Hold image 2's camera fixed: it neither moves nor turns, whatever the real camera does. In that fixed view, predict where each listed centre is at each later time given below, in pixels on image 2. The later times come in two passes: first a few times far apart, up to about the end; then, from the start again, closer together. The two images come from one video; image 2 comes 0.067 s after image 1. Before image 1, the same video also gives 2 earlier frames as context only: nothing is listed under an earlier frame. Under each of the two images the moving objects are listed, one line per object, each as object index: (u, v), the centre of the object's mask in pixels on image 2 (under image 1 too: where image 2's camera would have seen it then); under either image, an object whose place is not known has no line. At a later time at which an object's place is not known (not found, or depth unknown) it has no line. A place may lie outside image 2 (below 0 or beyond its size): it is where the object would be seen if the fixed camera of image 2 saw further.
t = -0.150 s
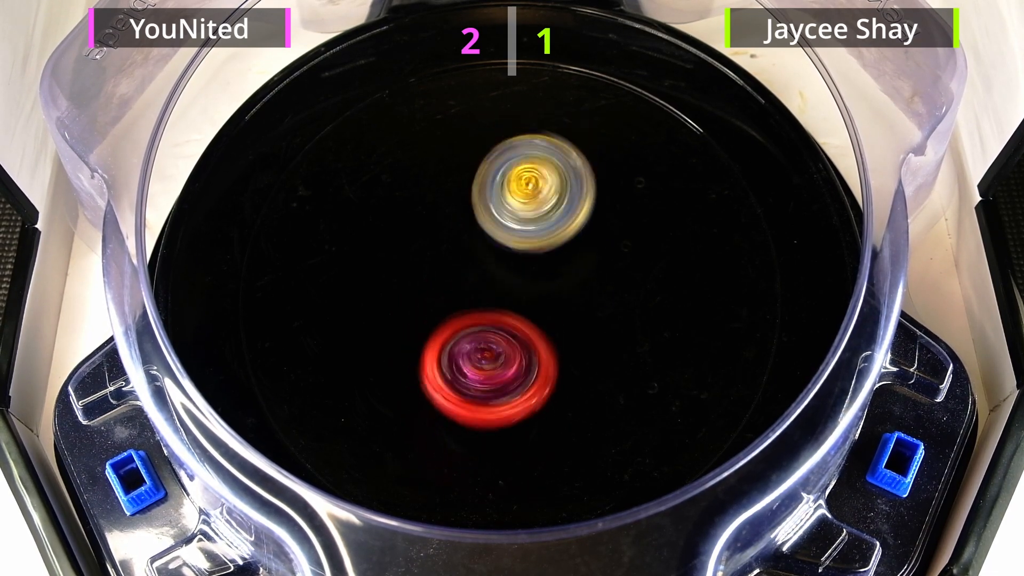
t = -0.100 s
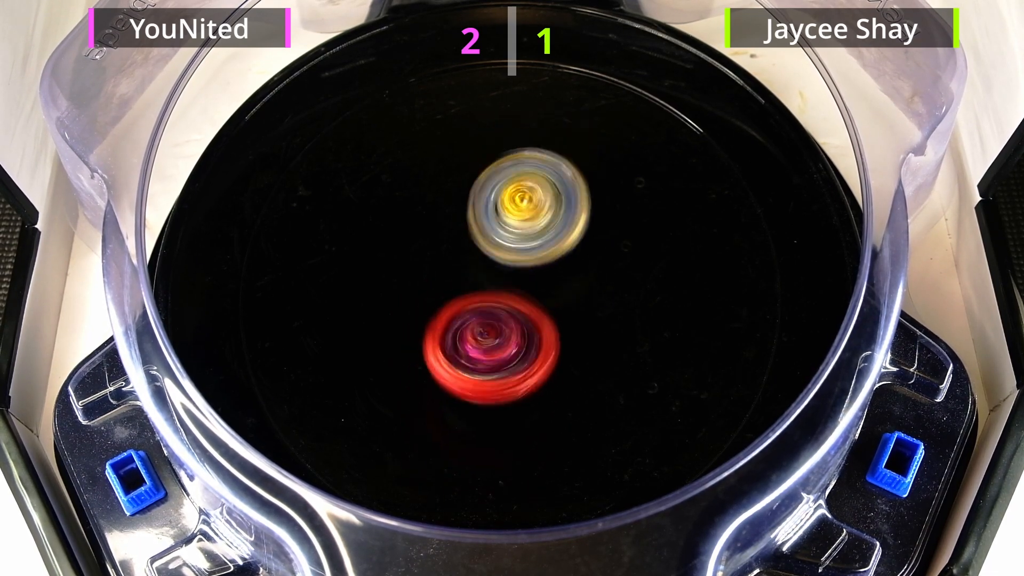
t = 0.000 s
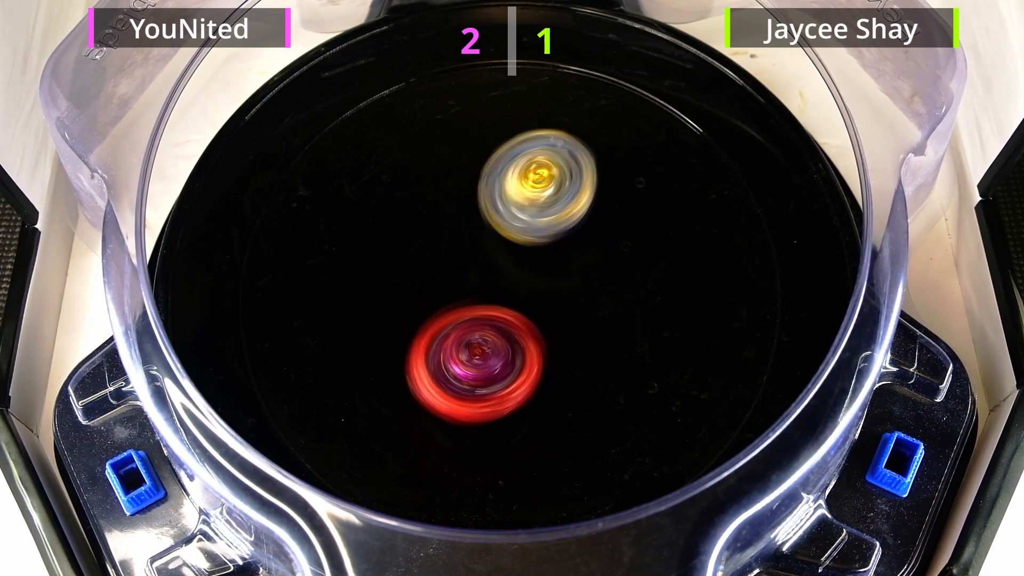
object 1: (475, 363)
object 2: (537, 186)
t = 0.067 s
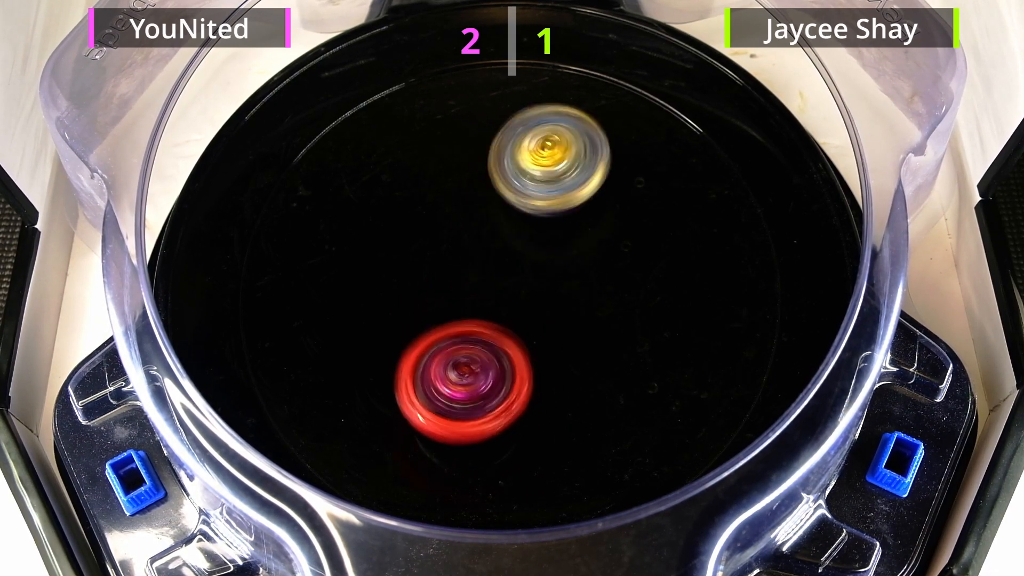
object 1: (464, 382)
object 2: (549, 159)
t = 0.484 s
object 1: (470, 362)
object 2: (540, 184)
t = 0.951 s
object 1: (483, 368)
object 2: (533, 189)
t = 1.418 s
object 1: (480, 344)
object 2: (524, 216)
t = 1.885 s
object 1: (488, 329)
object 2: (528, 219)
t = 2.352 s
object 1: (498, 335)
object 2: (526, 207)
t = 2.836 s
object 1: (505, 345)
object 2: (506, 217)
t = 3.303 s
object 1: (491, 354)
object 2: (514, 214)
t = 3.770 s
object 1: (496, 368)
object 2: (520, 197)
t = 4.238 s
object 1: (491, 338)
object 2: (509, 221)
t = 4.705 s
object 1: (507, 345)
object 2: (507, 206)
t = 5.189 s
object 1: (519, 350)
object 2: (488, 181)
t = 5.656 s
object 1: (531, 350)
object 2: (502, 229)
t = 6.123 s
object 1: (553, 334)
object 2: (471, 216)
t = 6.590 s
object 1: (572, 276)
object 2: (456, 239)
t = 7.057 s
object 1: (563, 257)
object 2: (433, 303)
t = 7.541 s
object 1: (549, 234)
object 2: (462, 301)
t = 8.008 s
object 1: (560, 239)
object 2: (476, 327)
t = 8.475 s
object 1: (528, 240)
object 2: (480, 350)
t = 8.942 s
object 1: (530, 236)
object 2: (509, 340)
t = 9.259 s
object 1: (526, 240)
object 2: (497, 337)
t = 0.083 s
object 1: (462, 384)
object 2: (550, 156)
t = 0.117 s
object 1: (462, 385)
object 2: (553, 151)
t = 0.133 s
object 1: (462, 384)
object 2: (554, 152)
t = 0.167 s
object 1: (464, 382)
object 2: (554, 154)
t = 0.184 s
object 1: (465, 379)
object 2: (554, 156)
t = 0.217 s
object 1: (467, 374)
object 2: (551, 162)
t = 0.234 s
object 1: (469, 371)
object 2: (550, 165)
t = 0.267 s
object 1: (472, 362)
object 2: (547, 173)
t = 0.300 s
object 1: (476, 354)
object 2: (543, 181)
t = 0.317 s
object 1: (477, 349)
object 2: (541, 186)
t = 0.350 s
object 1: (481, 340)
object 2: (536, 196)
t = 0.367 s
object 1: (483, 335)
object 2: (534, 200)
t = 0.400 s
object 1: (485, 326)
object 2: (529, 211)
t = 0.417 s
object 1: (486, 328)
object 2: (528, 213)
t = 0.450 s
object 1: (477, 345)
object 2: (535, 197)
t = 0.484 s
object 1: (470, 362)
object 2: (540, 184)
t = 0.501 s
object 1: (468, 368)
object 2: (543, 180)
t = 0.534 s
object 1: (463, 378)
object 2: (545, 173)
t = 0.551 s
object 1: (463, 381)
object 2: (547, 172)
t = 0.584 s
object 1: (462, 384)
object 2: (547, 174)
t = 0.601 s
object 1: (463, 385)
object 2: (547, 175)
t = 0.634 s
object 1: (466, 383)
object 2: (546, 181)
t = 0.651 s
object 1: (467, 382)
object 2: (545, 184)
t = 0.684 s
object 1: (472, 377)
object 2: (543, 190)
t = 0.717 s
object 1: (475, 369)
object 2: (539, 198)
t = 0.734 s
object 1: (478, 366)
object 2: (538, 202)
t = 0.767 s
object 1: (482, 355)
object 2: (535, 211)
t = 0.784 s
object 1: (483, 351)
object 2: (533, 216)
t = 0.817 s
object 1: (488, 340)
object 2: (530, 225)
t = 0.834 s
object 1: (487, 341)
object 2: (529, 224)
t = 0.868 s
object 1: (485, 354)
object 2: (532, 208)
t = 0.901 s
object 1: (483, 363)
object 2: (532, 197)
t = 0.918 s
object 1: (482, 366)
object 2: (533, 193)
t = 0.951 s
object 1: (483, 368)
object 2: (533, 189)
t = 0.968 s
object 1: (483, 368)
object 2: (534, 187)
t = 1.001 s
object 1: (483, 366)
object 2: (534, 190)
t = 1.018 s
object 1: (484, 364)
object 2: (533, 191)
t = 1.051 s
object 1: (484, 360)
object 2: (533, 194)
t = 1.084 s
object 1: (485, 354)
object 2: (530, 200)
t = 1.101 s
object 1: (486, 351)
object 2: (529, 201)
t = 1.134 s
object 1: (484, 345)
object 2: (528, 208)
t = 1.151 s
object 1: (486, 342)
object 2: (526, 211)
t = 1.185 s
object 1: (485, 335)
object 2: (523, 216)
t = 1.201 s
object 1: (485, 333)
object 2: (523, 219)
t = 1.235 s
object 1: (483, 338)
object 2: (525, 213)
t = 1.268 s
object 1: (477, 345)
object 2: (526, 208)
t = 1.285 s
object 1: (476, 347)
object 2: (527, 207)
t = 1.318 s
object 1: (477, 349)
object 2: (528, 207)
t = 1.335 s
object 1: (476, 349)
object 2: (528, 208)
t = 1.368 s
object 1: (478, 349)
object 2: (527, 211)
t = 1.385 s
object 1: (480, 347)
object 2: (526, 213)
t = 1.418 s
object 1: (480, 344)
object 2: (524, 216)
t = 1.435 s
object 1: (482, 342)
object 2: (523, 218)
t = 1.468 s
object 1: (485, 337)
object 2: (521, 221)
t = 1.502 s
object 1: (484, 344)
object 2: (522, 217)
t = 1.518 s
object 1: (482, 350)
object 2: (527, 209)
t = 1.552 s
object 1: (476, 361)
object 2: (530, 196)
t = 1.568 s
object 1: (475, 365)
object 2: (534, 192)
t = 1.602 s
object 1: (473, 370)
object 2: (537, 186)
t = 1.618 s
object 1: (472, 371)
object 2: (538, 185)
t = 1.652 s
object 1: (471, 373)
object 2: (540, 186)
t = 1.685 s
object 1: (472, 370)
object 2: (539, 188)
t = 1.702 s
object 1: (472, 367)
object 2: (539, 190)
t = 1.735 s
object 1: (475, 363)
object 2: (538, 193)
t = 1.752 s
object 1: (476, 358)
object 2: (537, 197)
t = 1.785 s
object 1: (478, 351)
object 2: (535, 201)
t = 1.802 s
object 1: (480, 347)
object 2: (534, 204)
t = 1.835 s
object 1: (483, 339)
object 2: (532, 211)
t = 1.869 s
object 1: (486, 331)
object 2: (529, 216)
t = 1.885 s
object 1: (488, 329)
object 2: (528, 219)
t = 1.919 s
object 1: (488, 337)
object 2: (528, 211)
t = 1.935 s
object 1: (487, 340)
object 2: (529, 208)
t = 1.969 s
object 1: (489, 342)
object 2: (529, 204)
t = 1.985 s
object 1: (490, 342)
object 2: (530, 203)
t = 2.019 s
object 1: (491, 340)
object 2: (529, 204)
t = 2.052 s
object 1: (493, 337)
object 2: (528, 205)
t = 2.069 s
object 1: (494, 336)
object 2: (528, 207)
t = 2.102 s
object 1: (495, 332)
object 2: (526, 209)
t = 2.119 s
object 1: (496, 330)
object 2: (525, 211)
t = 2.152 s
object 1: (497, 328)
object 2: (523, 213)
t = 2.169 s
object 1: (497, 329)
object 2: (524, 211)
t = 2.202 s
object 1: (498, 331)
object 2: (524, 210)
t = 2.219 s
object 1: (498, 330)
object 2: (525, 210)
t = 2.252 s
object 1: (497, 329)
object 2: (523, 213)
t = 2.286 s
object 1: (499, 327)
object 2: (523, 214)
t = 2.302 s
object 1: (499, 329)
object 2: (524, 212)
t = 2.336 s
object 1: (498, 333)
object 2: (524, 208)
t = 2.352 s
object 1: (498, 335)
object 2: (526, 207)
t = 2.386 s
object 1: (500, 334)
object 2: (527, 207)
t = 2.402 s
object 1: (500, 334)
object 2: (525, 208)
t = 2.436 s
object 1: (499, 333)
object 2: (523, 209)
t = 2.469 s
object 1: (499, 330)
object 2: (523, 213)
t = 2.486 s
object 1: (499, 329)
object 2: (521, 213)
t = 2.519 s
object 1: (498, 330)
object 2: (519, 214)
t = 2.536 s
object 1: (499, 330)
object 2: (518, 214)
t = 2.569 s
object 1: (500, 329)
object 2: (516, 215)
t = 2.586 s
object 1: (500, 328)
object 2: (515, 216)
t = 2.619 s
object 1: (504, 334)
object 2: (512, 216)
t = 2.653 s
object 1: (504, 338)
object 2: (509, 215)
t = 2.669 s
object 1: (504, 340)
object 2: (508, 215)
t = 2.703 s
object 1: (505, 342)
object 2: (508, 215)
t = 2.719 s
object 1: (506, 342)
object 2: (508, 217)
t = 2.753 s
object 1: (506, 340)
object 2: (506, 218)
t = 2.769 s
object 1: (505, 339)
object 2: (506, 220)
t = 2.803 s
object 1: (506, 343)
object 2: (506, 218)
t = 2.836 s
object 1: (505, 345)
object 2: (506, 217)
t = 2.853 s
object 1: (504, 346)
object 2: (506, 217)
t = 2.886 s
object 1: (504, 347)
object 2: (507, 219)
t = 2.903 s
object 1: (505, 347)
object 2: (506, 221)
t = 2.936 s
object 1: (505, 344)
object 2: (506, 223)
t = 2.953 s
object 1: (504, 343)
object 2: (507, 225)
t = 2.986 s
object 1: (503, 342)
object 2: (506, 224)
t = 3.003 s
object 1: (501, 344)
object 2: (508, 221)
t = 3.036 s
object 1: (499, 345)
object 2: (509, 219)
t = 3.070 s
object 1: (498, 344)
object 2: (510, 218)
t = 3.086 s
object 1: (498, 342)
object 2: (511, 218)
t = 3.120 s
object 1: (497, 339)
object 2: (511, 221)
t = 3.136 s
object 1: (495, 338)
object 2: (510, 222)
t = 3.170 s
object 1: (495, 343)
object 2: (511, 217)
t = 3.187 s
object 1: (494, 345)
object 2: (511, 214)
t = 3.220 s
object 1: (490, 351)
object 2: (512, 211)
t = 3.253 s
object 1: (489, 355)
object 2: (513, 210)
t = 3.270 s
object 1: (490, 355)
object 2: (513, 211)
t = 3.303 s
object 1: (491, 354)
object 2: (514, 214)
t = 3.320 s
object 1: (490, 354)
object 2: (512, 215)
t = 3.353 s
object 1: (491, 352)
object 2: (511, 219)
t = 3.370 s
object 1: (492, 350)
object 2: (511, 222)
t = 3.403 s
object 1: (493, 347)
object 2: (508, 225)
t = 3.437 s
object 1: (493, 345)
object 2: (507, 228)
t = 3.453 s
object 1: (494, 345)
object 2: (507, 228)
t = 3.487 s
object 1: (495, 349)
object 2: (509, 225)
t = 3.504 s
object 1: (494, 350)
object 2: (508, 224)
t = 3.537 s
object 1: (495, 353)
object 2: (510, 222)
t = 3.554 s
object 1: (496, 352)
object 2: (511, 221)
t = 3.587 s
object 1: (497, 349)
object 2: (512, 223)
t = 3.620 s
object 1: (495, 345)
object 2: (512, 225)
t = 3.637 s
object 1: (496, 343)
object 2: (511, 227)
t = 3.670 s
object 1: (496, 350)
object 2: (513, 219)
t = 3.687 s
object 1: (496, 354)
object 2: (515, 213)
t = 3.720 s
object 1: (495, 363)
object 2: (518, 203)
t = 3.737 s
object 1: (495, 366)
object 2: (519, 200)
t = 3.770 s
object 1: (496, 368)
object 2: (520, 197)
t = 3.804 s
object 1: (496, 367)
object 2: (520, 196)
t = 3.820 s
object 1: (497, 366)
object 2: (521, 197)
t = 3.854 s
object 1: (498, 363)
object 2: (521, 201)
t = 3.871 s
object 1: (497, 361)
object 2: (520, 202)
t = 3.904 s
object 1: (495, 357)
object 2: (518, 205)
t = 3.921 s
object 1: (495, 355)
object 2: (517, 208)
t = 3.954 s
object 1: (494, 350)
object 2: (515, 213)
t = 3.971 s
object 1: (494, 347)
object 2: (513, 216)
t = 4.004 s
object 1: (493, 343)
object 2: (511, 220)
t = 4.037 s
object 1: (494, 339)
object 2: (509, 224)
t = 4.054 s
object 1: (493, 340)
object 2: (509, 224)
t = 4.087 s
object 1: (492, 344)
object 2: (509, 217)
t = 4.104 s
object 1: (491, 344)
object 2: (510, 216)
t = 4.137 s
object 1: (489, 345)
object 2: (510, 216)
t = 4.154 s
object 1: (489, 344)
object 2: (511, 216)
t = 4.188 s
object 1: (489, 342)
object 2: (510, 217)
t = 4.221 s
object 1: (489, 339)
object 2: (509, 219)
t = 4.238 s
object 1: (491, 338)
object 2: (509, 221)
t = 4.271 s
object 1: (492, 347)
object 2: (510, 211)
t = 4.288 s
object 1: (493, 351)
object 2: (510, 206)
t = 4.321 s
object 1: (493, 358)
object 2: (511, 199)
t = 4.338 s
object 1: (493, 362)
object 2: (513, 197)
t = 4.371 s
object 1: (496, 364)
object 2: (514, 196)
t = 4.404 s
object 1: (499, 361)
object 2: (514, 198)
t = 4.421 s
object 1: (500, 359)
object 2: (515, 199)
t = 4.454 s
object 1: (500, 356)
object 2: (515, 202)
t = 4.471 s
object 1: (501, 354)
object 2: (514, 206)
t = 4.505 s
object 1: (503, 348)
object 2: (513, 210)
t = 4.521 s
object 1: (504, 344)
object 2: (512, 213)
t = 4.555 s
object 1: (503, 338)
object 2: (510, 218)
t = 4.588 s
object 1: (505, 335)
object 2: (508, 220)
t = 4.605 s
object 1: (506, 339)
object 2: (506, 218)
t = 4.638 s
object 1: (507, 343)
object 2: (507, 210)
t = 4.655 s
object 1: (506, 344)
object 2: (506, 209)
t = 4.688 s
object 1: (506, 345)
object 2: (506, 207)
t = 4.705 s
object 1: (507, 345)
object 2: (507, 206)
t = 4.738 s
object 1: (508, 342)
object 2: (506, 207)
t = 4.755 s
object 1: (508, 340)
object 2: (507, 207)
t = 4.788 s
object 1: (506, 336)
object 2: (507, 208)
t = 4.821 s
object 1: (505, 332)
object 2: (506, 209)
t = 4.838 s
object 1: (505, 330)
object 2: (507, 209)
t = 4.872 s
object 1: (503, 326)
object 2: (506, 210)
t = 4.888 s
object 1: (504, 325)
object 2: (506, 211)
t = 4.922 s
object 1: (506, 323)
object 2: (507, 211)
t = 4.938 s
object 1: (508, 328)
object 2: (506, 207)
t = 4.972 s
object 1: (511, 339)
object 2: (506, 193)
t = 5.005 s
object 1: (512, 346)
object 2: (503, 183)
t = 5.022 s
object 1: (512, 349)
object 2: (500, 180)
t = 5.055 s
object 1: (514, 352)
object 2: (496, 176)
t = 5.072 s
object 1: (515, 353)
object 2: (492, 174)
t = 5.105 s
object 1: (517, 352)
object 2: (490, 174)
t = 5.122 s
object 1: (518, 351)
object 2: (488, 175)
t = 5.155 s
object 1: (518, 350)
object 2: (488, 177)
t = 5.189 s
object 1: (519, 350)
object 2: (488, 181)
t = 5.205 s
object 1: (520, 349)
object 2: (488, 185)
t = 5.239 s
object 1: (520, 345)
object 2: (487, 191)
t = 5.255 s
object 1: (520, 343)
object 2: (487, 195)
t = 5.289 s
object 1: (519, 340)
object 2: (486, 204)
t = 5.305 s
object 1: (519, 338)
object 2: (485, 208)
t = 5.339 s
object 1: (520, 334)
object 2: (486, 216)
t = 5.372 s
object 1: (522, 335)
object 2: (486, 220)
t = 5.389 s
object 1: (526, 341)
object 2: (486, 214)
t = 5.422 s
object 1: (530, 350)
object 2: (488, 205)
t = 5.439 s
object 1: (532, 353)
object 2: (488, 202)
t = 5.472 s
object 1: (535, 357)
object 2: (491, 199)
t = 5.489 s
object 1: (537, 356)
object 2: (492, 199)
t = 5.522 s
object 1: (537, 355)
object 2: (497, 201)
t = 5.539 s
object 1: (537, 355)
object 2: (499, 204)
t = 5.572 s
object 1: (535, 354)
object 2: (501, 212)
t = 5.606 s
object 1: (534, 353)
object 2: (502, 219)
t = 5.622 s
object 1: (533, 352)
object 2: (501, 222)
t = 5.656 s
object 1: (531, 350)
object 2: (502, 229)
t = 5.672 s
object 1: (530, 349)
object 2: (502, 231)
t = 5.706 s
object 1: (531, 349)
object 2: (505, 235)
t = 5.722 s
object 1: (531, 349)
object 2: (506, 236)
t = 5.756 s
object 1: (532, 351)
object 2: (505, 235)
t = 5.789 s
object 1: (533, 353)
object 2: (504, 234)
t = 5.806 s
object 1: (533, 352)
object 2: (505, 234)
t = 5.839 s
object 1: (533, 350)
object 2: (503, 235)
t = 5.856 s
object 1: (533, 348)
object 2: (503, 235)
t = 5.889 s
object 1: (534, 345)
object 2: (504, 237)
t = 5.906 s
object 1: (535, 343)
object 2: (503, 238)
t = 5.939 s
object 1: (540, 341)
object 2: (501, 234)
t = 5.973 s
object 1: (541, 339)
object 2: (497, 233)
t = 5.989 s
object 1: (542, 337)
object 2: (496, 232)
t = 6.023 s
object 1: (543, 333)
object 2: (492, 233)
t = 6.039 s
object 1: (546, 333)
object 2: (490, 230)
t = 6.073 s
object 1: (550, 336)
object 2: (482, 223)
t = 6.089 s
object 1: (551, 336)
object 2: (478, 220)
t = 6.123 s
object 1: (553, 334)
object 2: (471, 216)
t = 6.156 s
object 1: (553, 332)
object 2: (465, 215)
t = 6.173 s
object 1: (553, 330)
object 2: (463, 214)
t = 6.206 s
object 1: (553, 327)
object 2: (461, 214)
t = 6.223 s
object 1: (554, 324)
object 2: (460, 214)
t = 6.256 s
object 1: (555, 319)
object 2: (461, 215)
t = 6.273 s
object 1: (556, 316)
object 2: (463, 217)
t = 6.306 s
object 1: (559, 308)
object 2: (463, 222)
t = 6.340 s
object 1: (560, 300)
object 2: (463, 226)
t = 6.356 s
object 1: (562, 297)
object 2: (462, 227)
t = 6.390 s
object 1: (567, 294)
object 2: (456, 226)
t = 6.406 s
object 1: (569, 293)
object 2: (454, 226)
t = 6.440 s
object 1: (569, 289)
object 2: (452, 226)
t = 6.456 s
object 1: (569, 288)
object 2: (452, 226)
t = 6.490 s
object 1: (569, 285)
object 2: (454, 228)
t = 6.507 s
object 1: (569, 283)
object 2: (455, 229)
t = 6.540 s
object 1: (570, 280)
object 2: (457, 231)
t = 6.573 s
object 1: (570, 278)
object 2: (459, 237)
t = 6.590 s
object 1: (572, 276)
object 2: (456, 239)
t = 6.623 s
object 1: (575, 276)
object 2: (452, 243)
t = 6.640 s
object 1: (576, 275)
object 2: (451, 247)
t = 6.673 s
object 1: (576, 273)
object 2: (450, 254)
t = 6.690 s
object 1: (576, 272)
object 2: (450, 257)
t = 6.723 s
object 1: (575, 270)
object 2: (451, 264)
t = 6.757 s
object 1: (574, 269)
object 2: (452, 271)
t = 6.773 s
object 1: (574, 268)
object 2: (451, 273)
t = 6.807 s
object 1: (573, 266)
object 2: (453, 277)
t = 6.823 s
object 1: (574, 265)
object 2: (451, 279)
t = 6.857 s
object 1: (576, 264)
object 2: (442, 284)
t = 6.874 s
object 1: (576, 264)
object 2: (439, 286)
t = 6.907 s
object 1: (576, 262)
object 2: (434, 290)
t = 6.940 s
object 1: (574, 262)
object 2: (431, 295)
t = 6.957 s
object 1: (573, 262)
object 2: (429, 297)
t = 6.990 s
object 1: (571, 261)
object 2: (430, 301)
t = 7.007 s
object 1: (569, 260)
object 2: (430, 302)
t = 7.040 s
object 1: (565, 259)
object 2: (432, 303)
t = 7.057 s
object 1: (563, 257)
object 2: (433, 303)
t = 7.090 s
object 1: (555, 253)
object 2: (436, 303)
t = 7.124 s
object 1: (551, 249)
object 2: (440, 304)
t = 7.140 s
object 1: (549, 248)
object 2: (441, 304)
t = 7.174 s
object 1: (554, 244)
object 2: (438, 309)
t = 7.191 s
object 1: (557, 243)
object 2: (436, 311)
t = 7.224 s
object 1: (561, 241)
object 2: (434, 312)
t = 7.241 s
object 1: (562, 240)
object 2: (433, 311)
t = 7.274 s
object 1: (559, 238)
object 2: (433, 310)
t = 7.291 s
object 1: (558, 238)
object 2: (434, 309)
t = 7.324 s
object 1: (557, 237)
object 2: (436, 308)
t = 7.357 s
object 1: (556, 237)
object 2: (438, 307)
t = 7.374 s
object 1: (555, 236)
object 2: (440, 307)
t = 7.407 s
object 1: (554, 236)
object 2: (442, 305)
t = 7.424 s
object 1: (554, 236)
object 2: (443, 304)
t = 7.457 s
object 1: (552, 235)
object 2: (448, 302)
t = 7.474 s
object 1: (551, 235)
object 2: (451, 301)
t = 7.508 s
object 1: (550, 234)
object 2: (456, 300)
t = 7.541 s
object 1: (549, 234)
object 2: (462, 301)
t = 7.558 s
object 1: (548, 233)
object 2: (464, 302)
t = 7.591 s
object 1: (552, 228)
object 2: (460, 307)
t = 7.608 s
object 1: (554, 226)
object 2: (458, 310)
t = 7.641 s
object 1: (557, 226)
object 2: (457, 313)
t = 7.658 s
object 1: (558, 226)
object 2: (457, 314)
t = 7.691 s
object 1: (559, 227)
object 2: (457, 315)
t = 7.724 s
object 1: (559, 229)
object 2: (458, 315)
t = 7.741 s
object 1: (558, 230)
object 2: (459, 314)
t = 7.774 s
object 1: (557, 233)
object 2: (463, 313)
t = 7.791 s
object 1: (557, 234)
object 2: (464, 313)
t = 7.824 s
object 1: (559, 235)
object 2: (466, 314)
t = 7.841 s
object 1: (559, 235)
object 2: (467, 315)
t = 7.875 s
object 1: (559, 237)
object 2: (470, 317)
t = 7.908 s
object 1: (560, 236)
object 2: (470, 321)
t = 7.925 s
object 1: (561, 236)
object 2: (471, 322)
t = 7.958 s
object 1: (561, 237)
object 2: (472, 325)
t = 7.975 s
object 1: (561, 238)
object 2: (473, 326)
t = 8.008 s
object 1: (560, 239)
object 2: (476, 327)
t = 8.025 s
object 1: (561, 239)
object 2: (477, 329)
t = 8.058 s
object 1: (560, 240)
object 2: (479, 332)
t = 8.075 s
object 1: (560, 240)
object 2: (480, 333)
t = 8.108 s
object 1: (559, 240)
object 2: (481, 334)
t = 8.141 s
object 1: (557, 239)
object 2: (480, 335)
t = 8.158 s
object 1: (555, 239)
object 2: (479, 335)
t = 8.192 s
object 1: (553, 239)
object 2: (479, 336)
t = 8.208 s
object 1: (551, 239)
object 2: (479, 336)
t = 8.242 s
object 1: (549, 238)
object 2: (479, 339)
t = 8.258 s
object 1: (548, 238)
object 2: (479, 340)
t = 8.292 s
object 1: (546, 238)
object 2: (479, 342)
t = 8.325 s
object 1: (541, 240)
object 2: (480, 343)
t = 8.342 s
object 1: (539, 240)
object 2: (480, 344)
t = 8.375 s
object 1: (535, 241)
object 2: (480, 345)
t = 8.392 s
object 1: (534, 241)
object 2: (480, 345)
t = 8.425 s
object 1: (531, 240)
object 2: (479, 348)
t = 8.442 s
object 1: (529, 240)
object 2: (480, 348)
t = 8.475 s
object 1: (528, 240)
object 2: (480, 350)
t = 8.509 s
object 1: (528, 241)
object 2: (479, 350)
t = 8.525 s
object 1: (527, 241)
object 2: (479, 350)
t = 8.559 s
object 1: (528, 240)
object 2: (479, 349)
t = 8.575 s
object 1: (528, 240)
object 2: (480, 348)
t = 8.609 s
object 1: (529, 239)
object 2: (480, 348)
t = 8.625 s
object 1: (529, 238)
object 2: (480, 347)
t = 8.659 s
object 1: (530, 237)
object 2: (481, 346)
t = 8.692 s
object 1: (531, 236)
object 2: (483, 344)
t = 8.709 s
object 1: (531, 236)
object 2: (484, 342)
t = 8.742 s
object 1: (531, 236)
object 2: (487, 339)
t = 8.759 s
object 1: (531, 236)
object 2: (490, 337)
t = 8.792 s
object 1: (530, 237)
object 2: (495, 336)
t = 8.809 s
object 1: (530, 236)
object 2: (497, 336)
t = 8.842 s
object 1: (531, 236)
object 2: (502, 336)
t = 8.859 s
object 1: (531, 236)
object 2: (504, 337)
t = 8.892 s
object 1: (531, 236)
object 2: (507, 339)
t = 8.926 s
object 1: (531, 236)
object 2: (509, 340)
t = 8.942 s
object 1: (530, 236)
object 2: (509, 340)
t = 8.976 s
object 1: (530, 237)
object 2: (510, 341)
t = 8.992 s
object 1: (530, 237)
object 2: (510, 341)
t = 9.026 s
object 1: (529, 237)
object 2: (509, 341)
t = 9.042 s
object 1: (529, 238)
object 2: (509, 340)
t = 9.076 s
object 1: (529, 238)
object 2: (508, 340)
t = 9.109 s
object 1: (528, 239)
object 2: (506, 339)
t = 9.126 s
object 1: (528, 239)
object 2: (505, 339)
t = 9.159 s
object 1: (528, 239)
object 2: (502, 338)
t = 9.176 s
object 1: (528, 239)
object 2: (501, 338)
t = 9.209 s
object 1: (527, 239)
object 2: (499, 338)
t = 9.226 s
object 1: (527, 240)
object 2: (498, 338)
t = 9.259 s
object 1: (526, 240)
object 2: (497, 337)
